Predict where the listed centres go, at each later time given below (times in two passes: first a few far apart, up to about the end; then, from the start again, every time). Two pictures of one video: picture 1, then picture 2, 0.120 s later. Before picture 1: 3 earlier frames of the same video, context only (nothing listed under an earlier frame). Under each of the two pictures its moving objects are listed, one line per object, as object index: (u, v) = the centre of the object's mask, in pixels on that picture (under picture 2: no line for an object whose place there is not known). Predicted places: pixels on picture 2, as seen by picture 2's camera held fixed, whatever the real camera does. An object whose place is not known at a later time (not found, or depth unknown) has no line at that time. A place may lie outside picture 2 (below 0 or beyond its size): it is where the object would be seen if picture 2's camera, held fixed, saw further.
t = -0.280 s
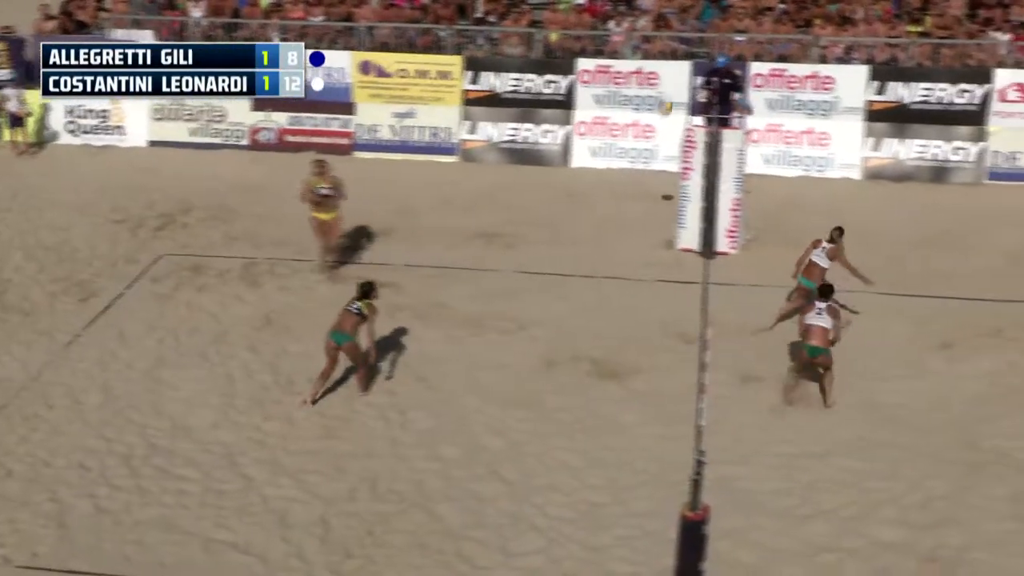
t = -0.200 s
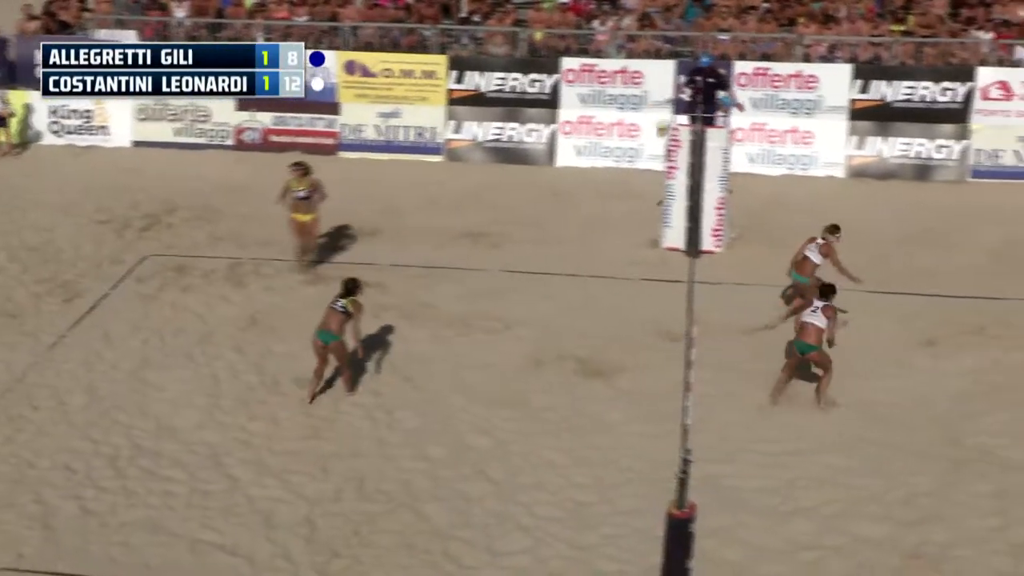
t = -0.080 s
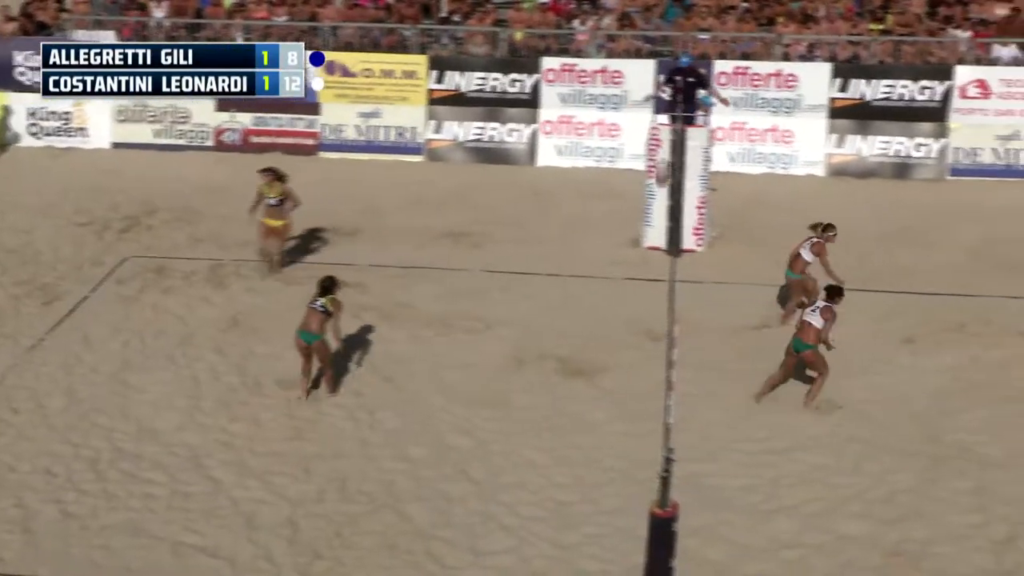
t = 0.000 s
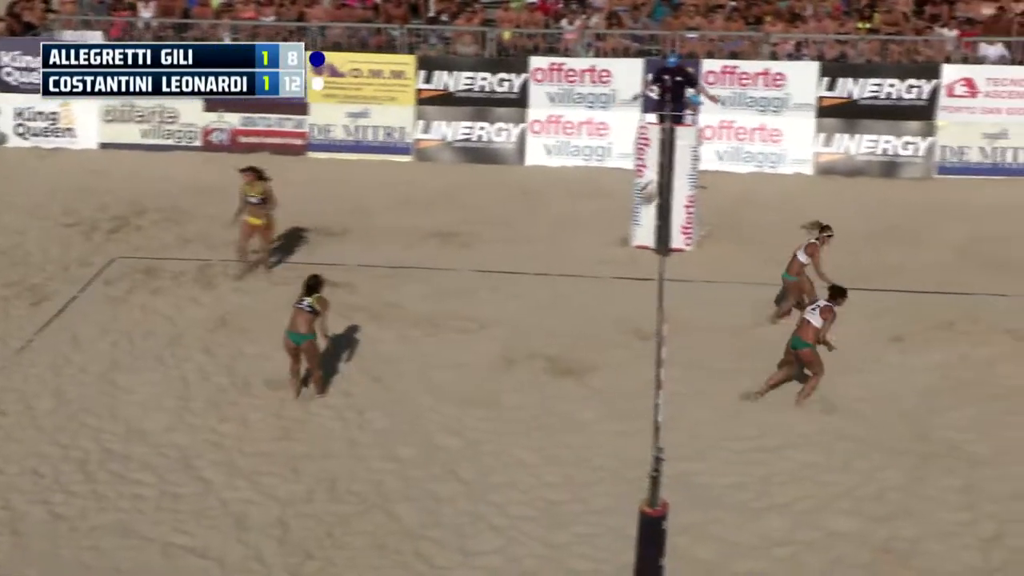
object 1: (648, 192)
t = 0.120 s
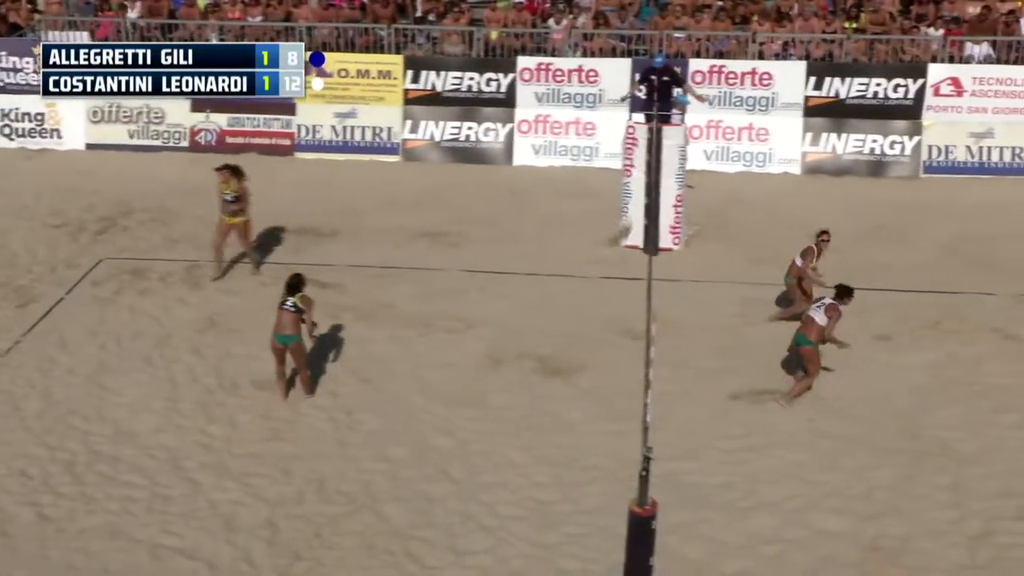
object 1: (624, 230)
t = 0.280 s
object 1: (604, 240)
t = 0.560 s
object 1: (559, 225)
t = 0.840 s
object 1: (517, 252)
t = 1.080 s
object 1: (488, 253)
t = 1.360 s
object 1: (454, 253)
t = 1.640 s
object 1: (426, 255)
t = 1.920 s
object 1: (401, 256)
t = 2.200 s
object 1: (380, 257)
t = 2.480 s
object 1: (365, 255)
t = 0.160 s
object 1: (621, 239)
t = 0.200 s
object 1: (614, 248)
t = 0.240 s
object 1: (609, 243)
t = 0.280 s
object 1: (604, 240)
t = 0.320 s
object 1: (598, 236)
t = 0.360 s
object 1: (591, 234)
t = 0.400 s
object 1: (585, 232)
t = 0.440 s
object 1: (578, 225)
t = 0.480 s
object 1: (571, 225)
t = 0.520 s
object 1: (565, 226)
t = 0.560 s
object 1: (559, 225)
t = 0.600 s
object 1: (553, 228)
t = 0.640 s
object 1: (548, 235)
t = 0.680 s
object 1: (541, 238)
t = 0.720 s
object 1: (536, 242)
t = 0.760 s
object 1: (529, 246)
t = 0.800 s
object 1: (523, 251)
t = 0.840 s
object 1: (517, 252)
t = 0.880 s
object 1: (513, 252)
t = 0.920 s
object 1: (509, 251)
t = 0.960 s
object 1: (503, 252)
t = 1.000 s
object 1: (498, 253)
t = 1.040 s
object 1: (494, 254)
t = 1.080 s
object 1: (488, 253)
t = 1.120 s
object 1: (483, 253)
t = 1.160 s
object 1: (478, 253)
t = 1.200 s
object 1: (473, 254)
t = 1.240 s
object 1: (468, 255)
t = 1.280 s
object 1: (464, 254)
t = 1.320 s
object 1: (458, 254)
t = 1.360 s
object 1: (454, 253)
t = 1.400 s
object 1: (451, 253)
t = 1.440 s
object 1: (446, 254)
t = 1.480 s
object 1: (442, 254)
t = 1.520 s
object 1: (438, 254)
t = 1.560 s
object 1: (434, 255)
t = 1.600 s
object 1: (430, 255)
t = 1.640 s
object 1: (426, 255)
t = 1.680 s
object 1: (423, 255)
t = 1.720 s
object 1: (419, 255)
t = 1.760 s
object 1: (415, 255)
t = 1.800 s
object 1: (412, 254)
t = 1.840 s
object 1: (407, 255)
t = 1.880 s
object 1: (404, 255)
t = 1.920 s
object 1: (401, 256)
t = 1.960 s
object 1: (398, 256)
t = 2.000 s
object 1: (394, 257)
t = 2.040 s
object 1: (392, 257)
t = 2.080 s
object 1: (389, 257)
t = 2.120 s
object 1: (385, 257)
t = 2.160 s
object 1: (383, 258)
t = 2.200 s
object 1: (380, 257)
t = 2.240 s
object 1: (377, 257)
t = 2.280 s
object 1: (375, 257)
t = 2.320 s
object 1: (373, 256)
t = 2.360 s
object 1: (372, 256)
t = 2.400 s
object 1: (369, 256)
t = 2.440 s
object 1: (367, 256)
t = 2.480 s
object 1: (365, 255)
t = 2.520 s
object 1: (363, 255)
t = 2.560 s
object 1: (362, 254)
